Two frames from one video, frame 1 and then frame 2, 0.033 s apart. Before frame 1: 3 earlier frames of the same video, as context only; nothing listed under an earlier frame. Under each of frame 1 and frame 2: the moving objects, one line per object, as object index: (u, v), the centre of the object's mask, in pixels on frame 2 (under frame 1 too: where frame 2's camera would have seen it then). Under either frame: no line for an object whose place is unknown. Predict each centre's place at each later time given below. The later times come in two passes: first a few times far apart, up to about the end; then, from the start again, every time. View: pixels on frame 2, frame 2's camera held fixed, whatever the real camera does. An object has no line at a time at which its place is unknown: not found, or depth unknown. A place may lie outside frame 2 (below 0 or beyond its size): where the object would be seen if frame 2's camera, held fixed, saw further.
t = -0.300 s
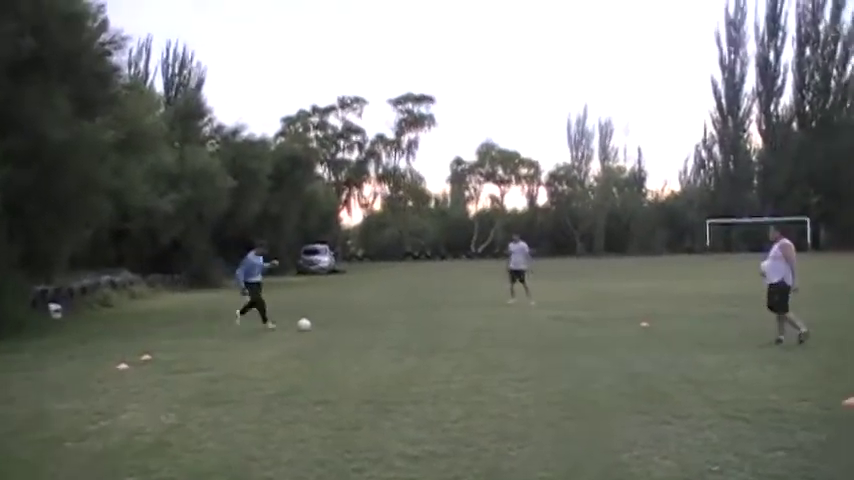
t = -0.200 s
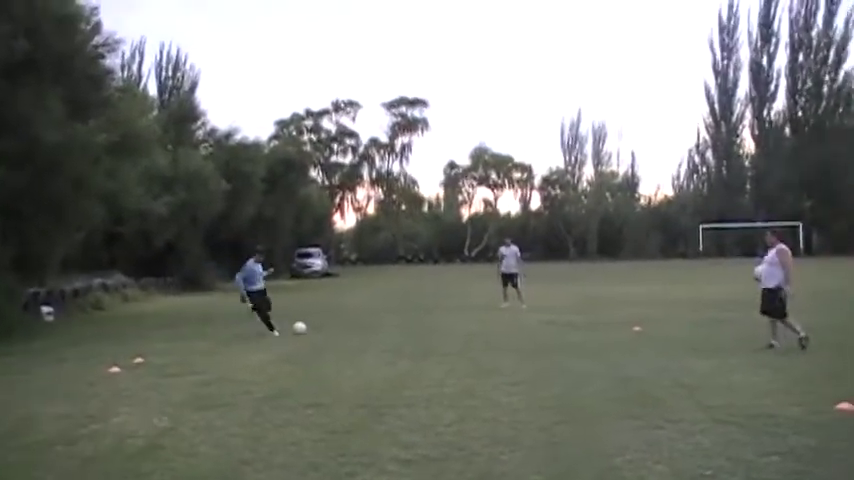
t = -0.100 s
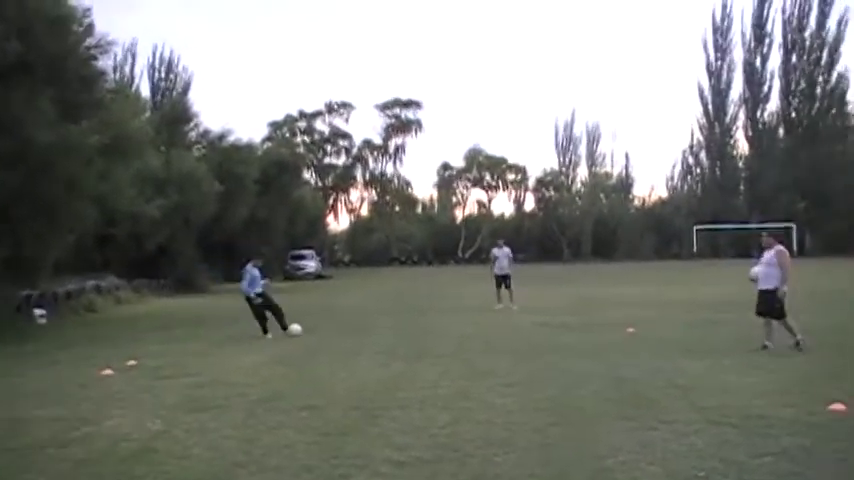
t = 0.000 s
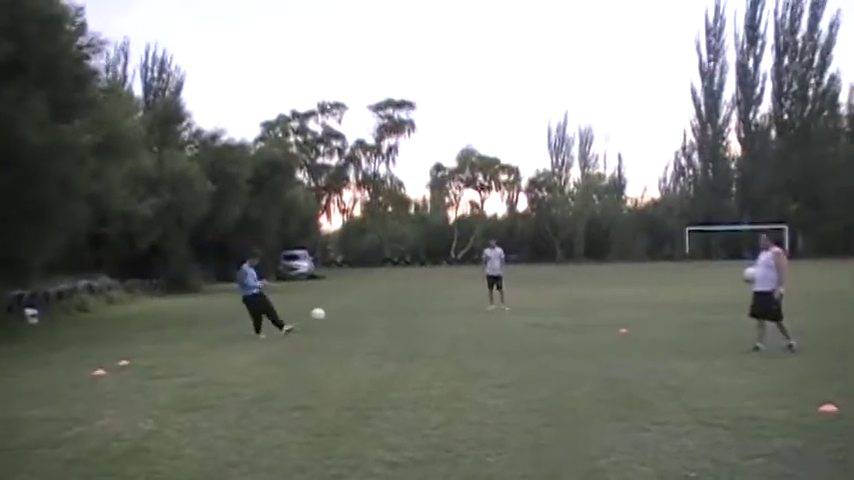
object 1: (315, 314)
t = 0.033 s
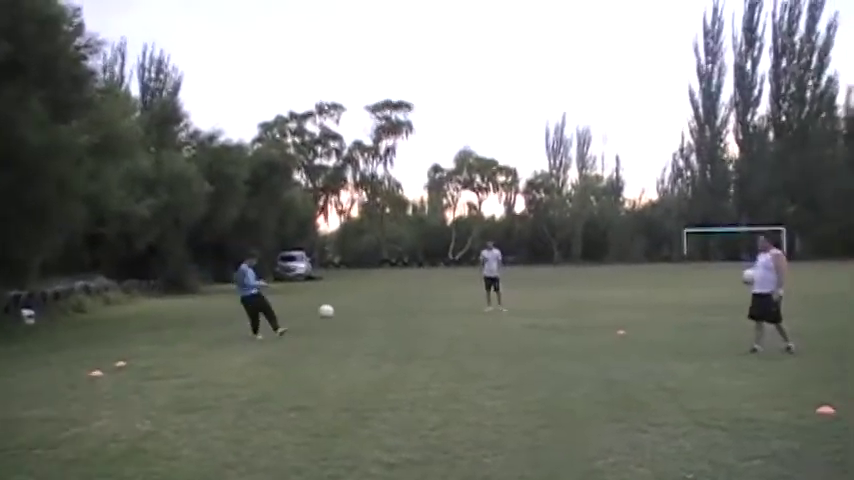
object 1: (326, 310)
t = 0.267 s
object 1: (413, 294)
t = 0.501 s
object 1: (520, 317)
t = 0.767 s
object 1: (686, 400)
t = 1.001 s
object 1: (827, 382)
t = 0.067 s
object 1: (337, 306)
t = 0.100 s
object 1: (349, 303)
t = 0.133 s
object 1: (361, 300)
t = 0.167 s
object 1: (373, 297)
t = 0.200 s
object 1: (386, 295)
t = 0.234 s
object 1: (399, 294)
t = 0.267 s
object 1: (413, 294)
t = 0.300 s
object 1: (426, 294)
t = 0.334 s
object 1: (441, 296)
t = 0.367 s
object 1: (455, 298)
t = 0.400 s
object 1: (470, 301)
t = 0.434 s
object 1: (486, 305)
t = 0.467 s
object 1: (503, 311)
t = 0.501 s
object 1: (520, 317)
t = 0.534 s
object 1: (538, 326)
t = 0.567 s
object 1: (558, 335)
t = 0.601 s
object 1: (578, 346)
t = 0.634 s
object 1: (600, 359)
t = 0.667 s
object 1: (623, 374)
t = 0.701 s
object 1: (646, 391)
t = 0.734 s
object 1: (669, 407)
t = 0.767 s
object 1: (686, 400)
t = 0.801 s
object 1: (704, 393)
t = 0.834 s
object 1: (721, 387)
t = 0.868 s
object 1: (741, 383)
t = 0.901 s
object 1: (761, 380)
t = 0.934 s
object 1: (782, 379)
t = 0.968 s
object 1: (804, 379)
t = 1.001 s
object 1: (827, 382)
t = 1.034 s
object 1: (852, 385)
